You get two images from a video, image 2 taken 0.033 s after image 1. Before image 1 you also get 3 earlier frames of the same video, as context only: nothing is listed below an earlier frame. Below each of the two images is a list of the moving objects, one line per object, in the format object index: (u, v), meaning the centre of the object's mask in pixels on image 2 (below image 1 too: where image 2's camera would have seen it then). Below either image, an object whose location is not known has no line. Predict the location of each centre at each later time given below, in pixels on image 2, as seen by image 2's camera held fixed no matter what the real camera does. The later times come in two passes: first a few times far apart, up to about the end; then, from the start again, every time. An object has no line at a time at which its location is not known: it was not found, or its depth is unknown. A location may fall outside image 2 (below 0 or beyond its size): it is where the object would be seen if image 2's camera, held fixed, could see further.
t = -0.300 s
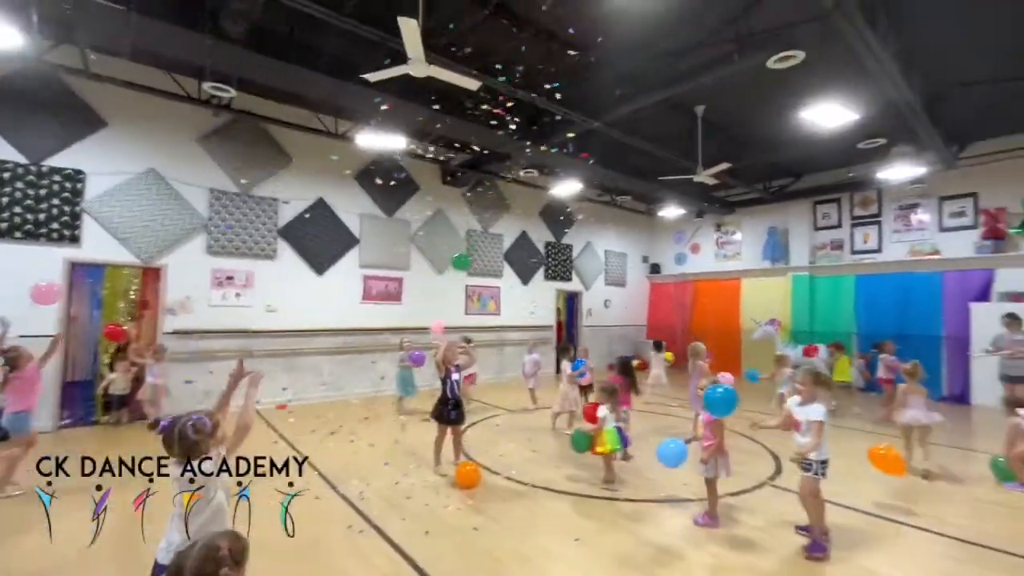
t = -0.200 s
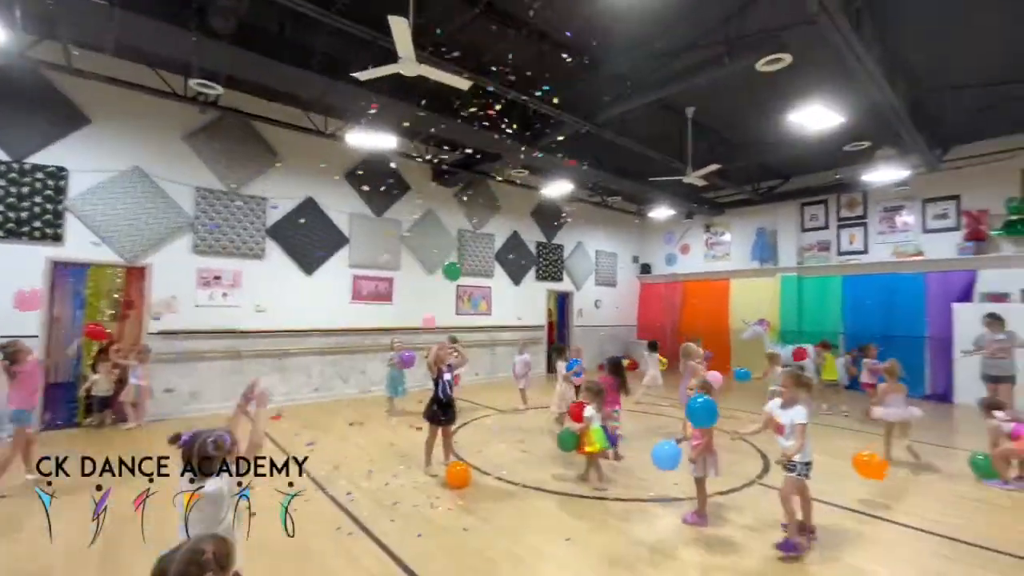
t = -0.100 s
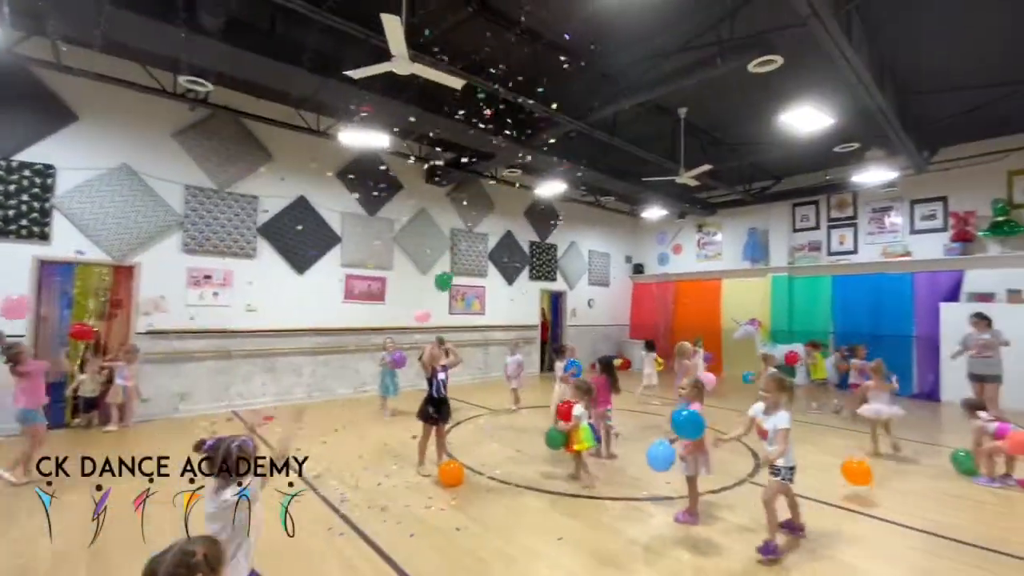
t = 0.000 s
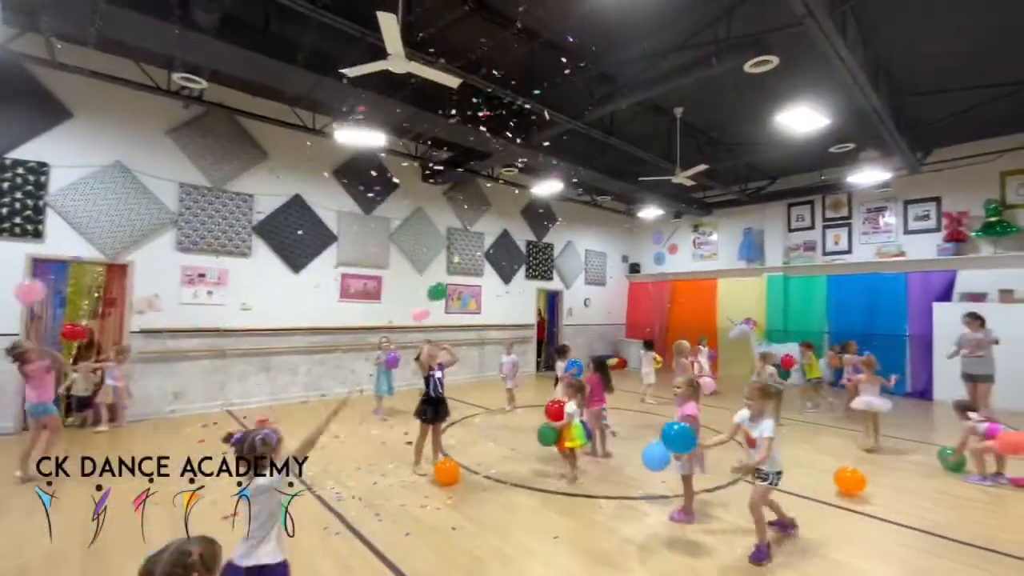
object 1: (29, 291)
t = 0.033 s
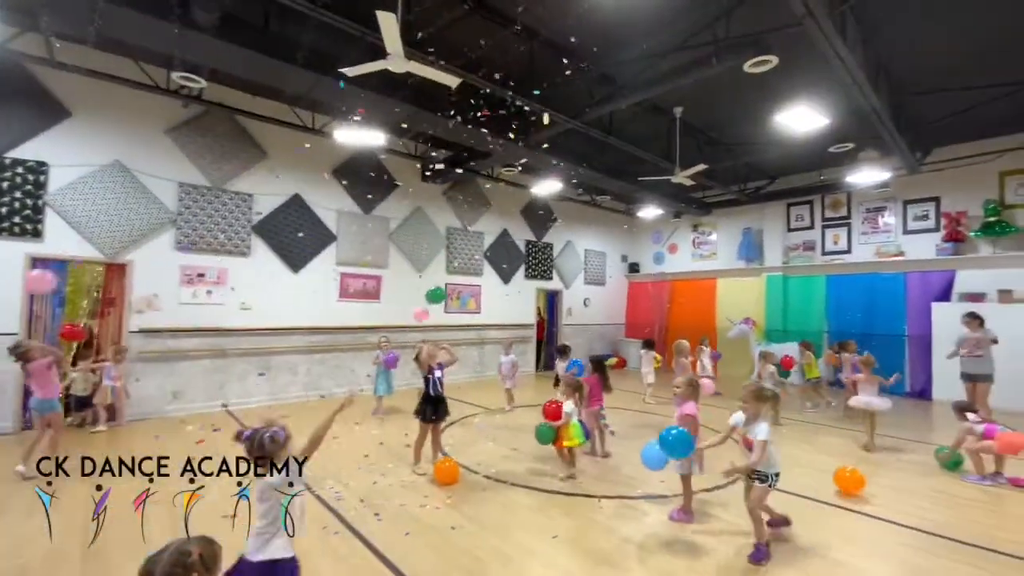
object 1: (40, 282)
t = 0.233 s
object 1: (94, 235)
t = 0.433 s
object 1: (128, 215)
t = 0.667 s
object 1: (148, 213)
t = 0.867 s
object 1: (165, 221)
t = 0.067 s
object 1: (50, 272)
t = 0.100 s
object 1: (61, 264)
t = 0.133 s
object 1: (70, 256)
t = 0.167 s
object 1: (79, 247)
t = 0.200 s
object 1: (84, 242)
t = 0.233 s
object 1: (94, 235)
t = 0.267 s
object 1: (98, 232)
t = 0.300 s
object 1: (102, 229)
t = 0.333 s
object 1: (110, 224)
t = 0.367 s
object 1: (112, 221)
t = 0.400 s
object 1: (123, 217)
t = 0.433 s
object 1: (128, 215)
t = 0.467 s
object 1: (129, 214)
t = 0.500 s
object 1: (131, 213)
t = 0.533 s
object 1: (132, 213)
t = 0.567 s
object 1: (137, 212)
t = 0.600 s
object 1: (139, 213)
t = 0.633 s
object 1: (146, 212)
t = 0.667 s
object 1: (148, 213)
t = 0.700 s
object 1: (152, 213)
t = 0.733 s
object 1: (157, 216)
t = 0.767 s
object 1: (160, 217)
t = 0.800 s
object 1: (161, 218)
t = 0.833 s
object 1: (161, 219)
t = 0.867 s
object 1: (165, 221)
